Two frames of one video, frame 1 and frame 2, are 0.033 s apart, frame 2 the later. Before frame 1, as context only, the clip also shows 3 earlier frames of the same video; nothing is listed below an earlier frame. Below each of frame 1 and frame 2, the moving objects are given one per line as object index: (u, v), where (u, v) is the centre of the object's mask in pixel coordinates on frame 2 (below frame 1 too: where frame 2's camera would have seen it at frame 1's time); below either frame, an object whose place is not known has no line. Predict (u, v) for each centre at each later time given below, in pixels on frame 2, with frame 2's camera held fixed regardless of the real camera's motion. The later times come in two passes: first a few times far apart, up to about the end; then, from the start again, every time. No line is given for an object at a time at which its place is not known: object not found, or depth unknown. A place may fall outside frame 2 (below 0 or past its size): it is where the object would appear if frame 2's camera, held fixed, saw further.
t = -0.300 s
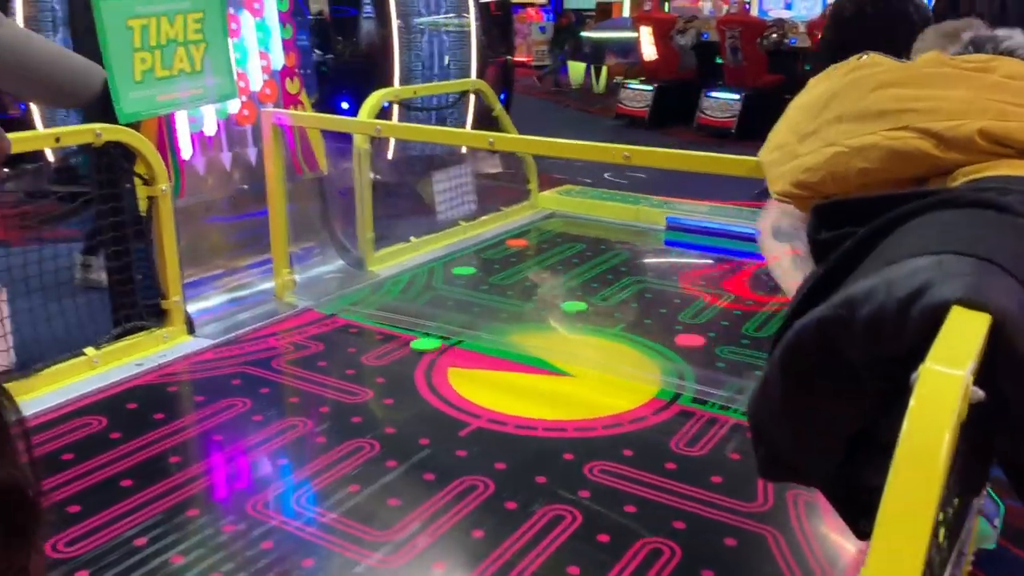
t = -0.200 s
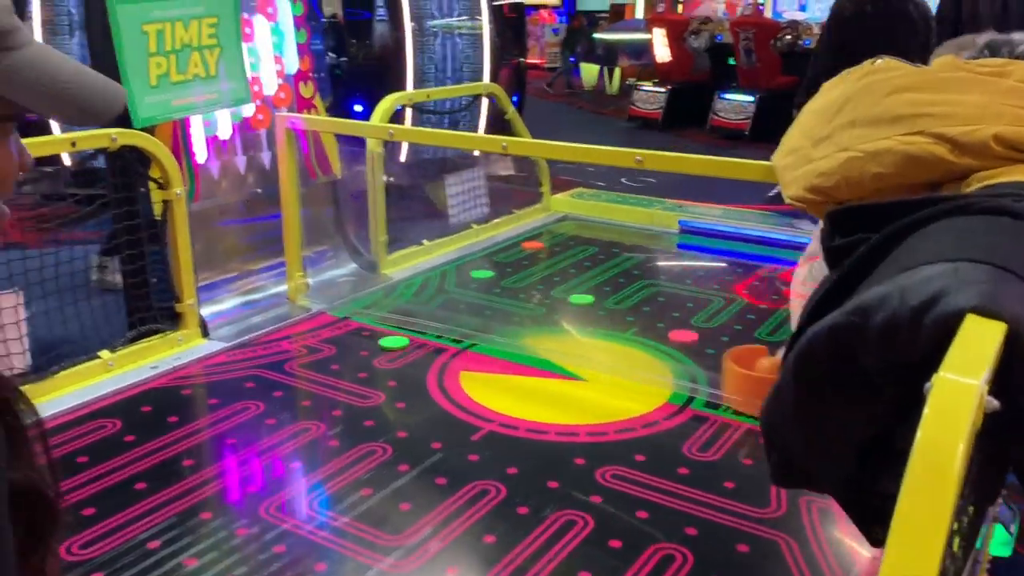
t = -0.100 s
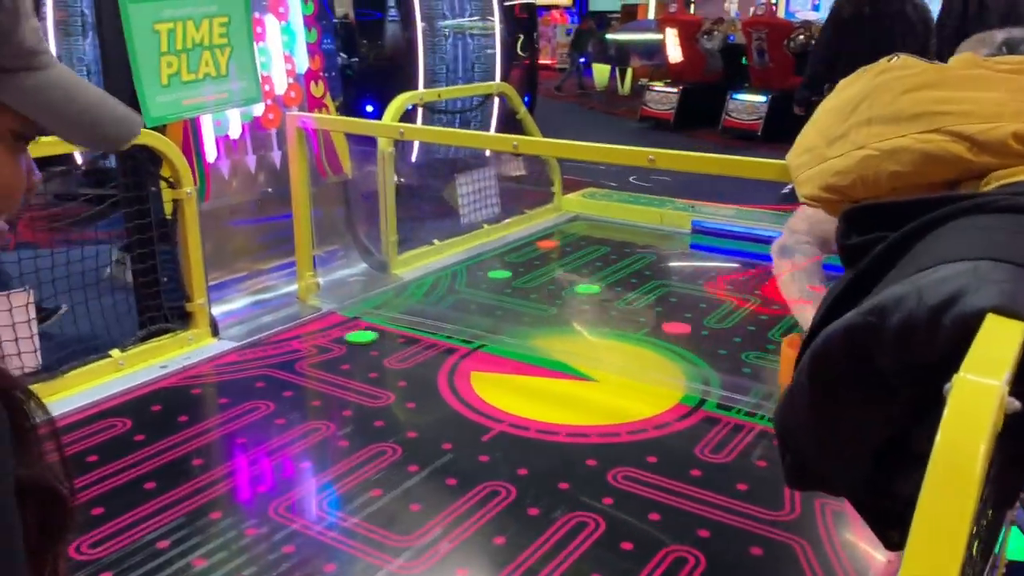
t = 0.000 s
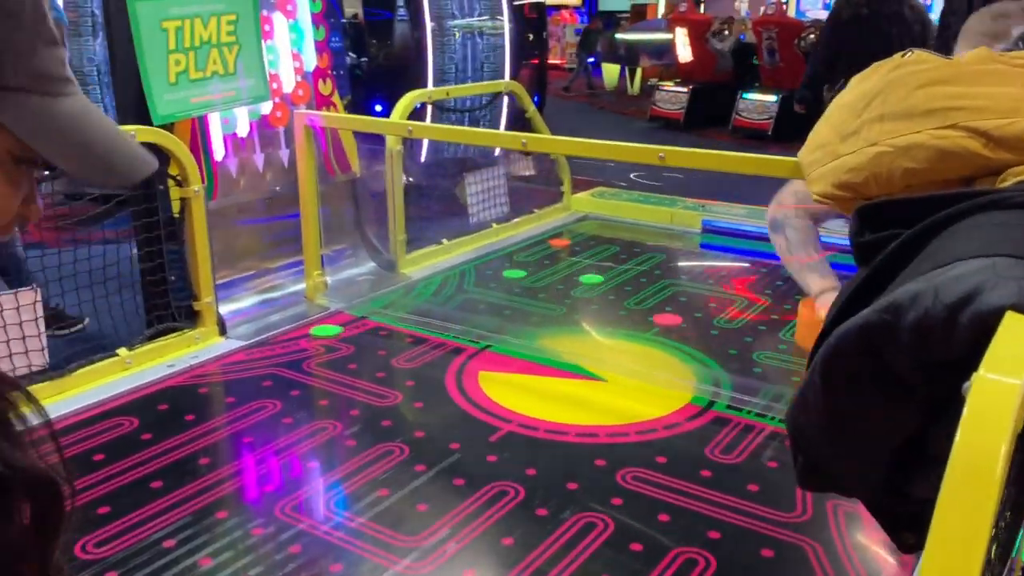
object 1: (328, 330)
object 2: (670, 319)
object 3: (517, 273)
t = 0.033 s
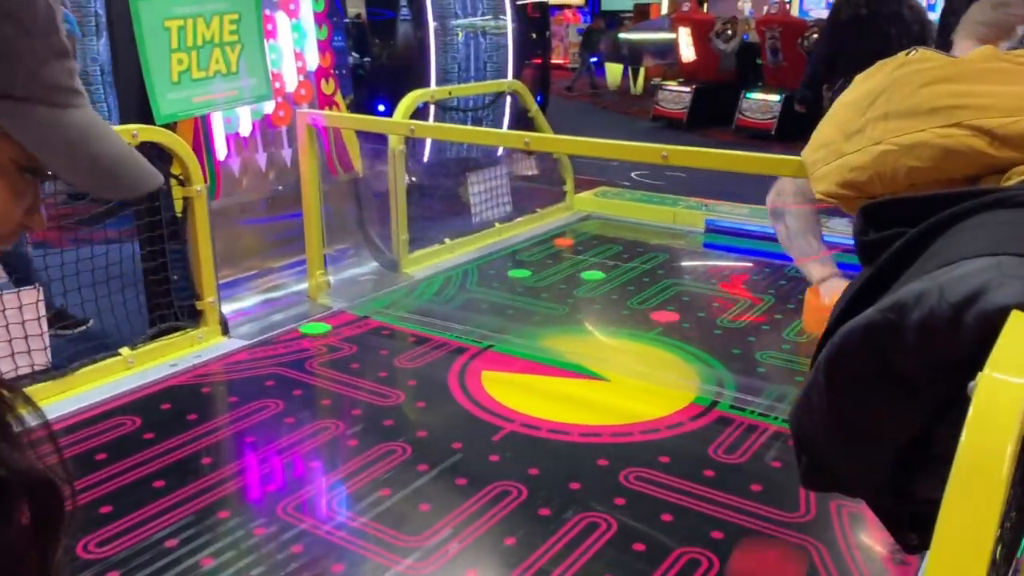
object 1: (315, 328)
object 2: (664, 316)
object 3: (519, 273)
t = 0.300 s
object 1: (347, 364)
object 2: (618, 297)
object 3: (533, 273)
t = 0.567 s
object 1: (392, 412)
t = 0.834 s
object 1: (447, 470)
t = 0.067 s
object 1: (314, 331)
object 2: (659, 314)
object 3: (521, 273)
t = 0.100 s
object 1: (319, 336)
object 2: (653, 311)
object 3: (522, 273)
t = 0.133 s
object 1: (323, 340)
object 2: (647, 309)
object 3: (524, 273)
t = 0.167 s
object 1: (328, 345)
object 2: (641, 306)
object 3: (526, 273)
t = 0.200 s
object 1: (333, 350)
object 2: (636, 304)
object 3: (527, 273)
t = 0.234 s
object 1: (338, 354)
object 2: (630, 301)
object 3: (529, 273)
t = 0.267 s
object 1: (342, 359)
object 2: (624, 299)
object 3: (530, 272)
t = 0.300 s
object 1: (347, 364)
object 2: (618, 297)
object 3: (533, 273)
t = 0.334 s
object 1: (352, 370)
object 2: (614, 294)
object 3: (534, 273)
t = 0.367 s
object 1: (358, 375)
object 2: (609, 292)
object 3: (536, 273)
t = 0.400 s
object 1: (363, 381)
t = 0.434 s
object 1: (369, 387)
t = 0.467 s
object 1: (374, 393)
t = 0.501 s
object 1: (380, 399)
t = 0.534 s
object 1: (386, 406)
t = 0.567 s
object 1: (392, 412)
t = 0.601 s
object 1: (398, 418)
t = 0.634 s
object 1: (405, 425)
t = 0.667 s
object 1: (412, 432)
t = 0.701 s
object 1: (418, 439)
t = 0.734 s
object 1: (425, 446)
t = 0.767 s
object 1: (433, 454)
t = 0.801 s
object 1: (440, 461)
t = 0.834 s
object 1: (447, 470)
